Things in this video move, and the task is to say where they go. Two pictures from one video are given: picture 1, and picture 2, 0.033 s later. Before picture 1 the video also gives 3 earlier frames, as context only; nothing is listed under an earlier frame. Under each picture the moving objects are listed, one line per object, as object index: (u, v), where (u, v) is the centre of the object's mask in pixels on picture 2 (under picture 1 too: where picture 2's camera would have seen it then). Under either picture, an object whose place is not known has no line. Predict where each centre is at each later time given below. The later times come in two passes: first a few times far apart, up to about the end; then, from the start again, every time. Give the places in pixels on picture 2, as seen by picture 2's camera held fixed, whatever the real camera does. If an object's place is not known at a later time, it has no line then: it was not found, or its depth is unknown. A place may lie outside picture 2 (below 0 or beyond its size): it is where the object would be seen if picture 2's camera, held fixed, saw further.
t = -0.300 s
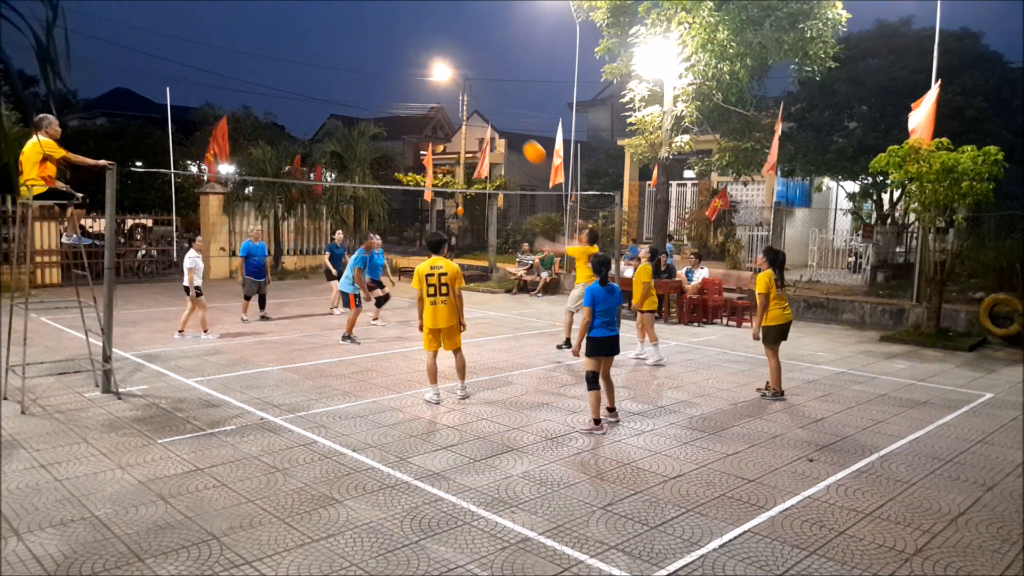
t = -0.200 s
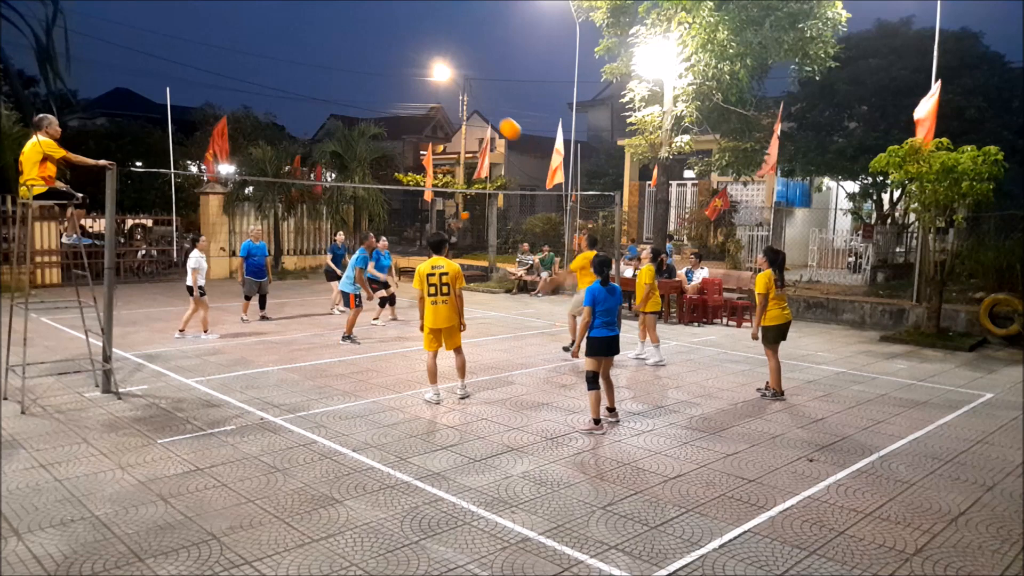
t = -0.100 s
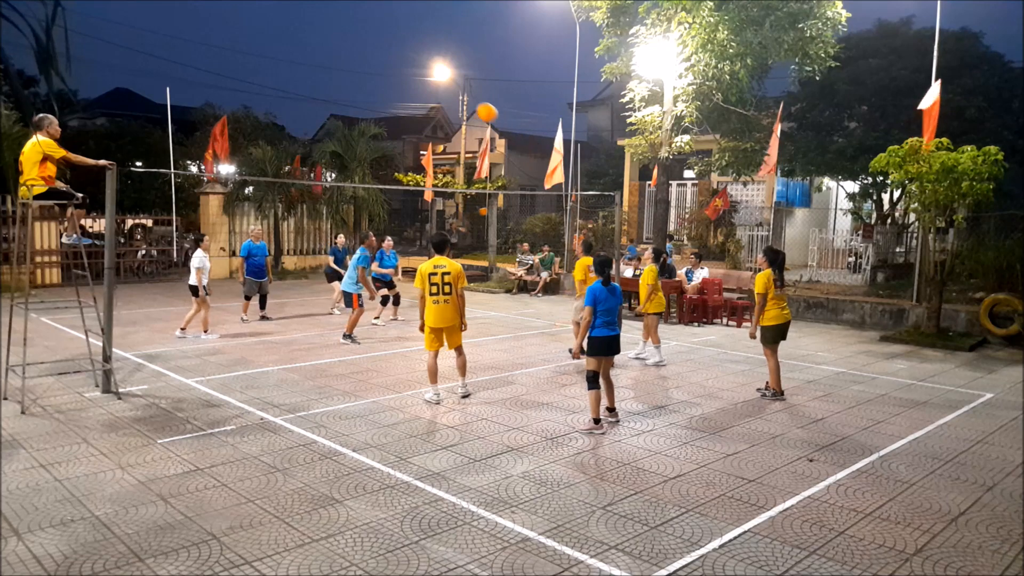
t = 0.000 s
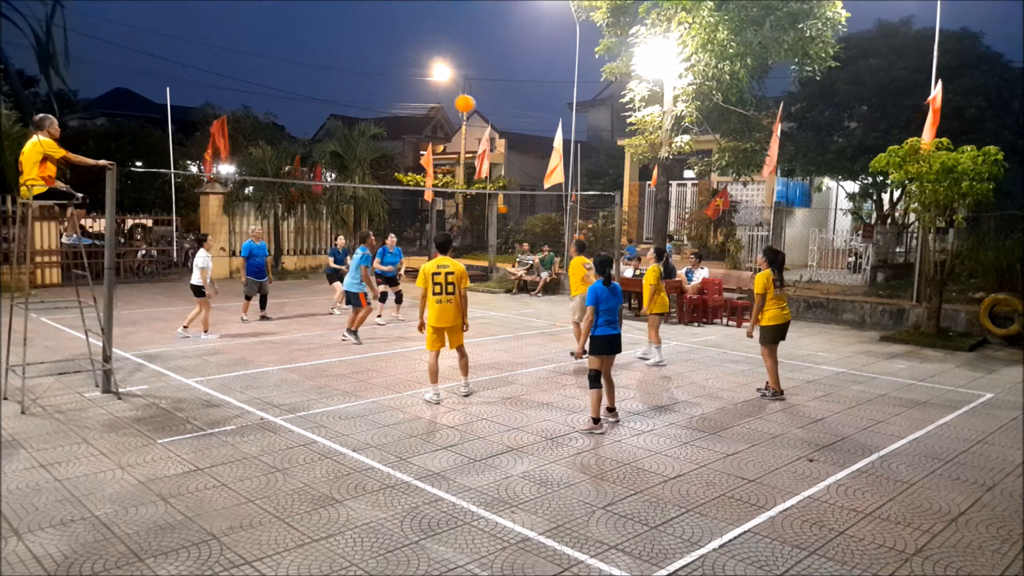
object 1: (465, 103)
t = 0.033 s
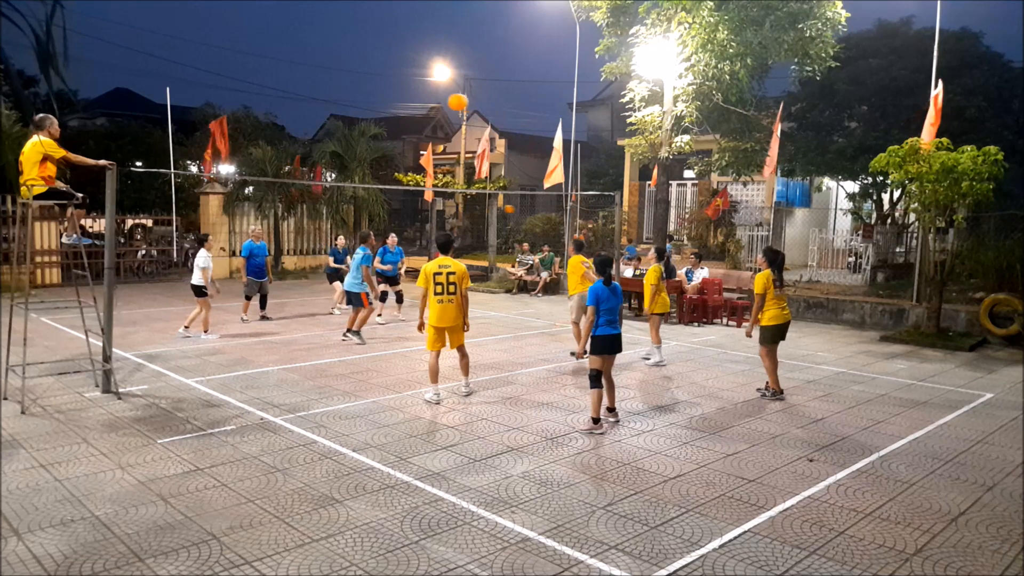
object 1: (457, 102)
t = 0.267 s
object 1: (411, 111)
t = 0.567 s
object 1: (358, 161)
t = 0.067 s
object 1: (450, 101)
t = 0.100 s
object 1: (444, 101)
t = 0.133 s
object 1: (437, 102)
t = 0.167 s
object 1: (430, 103)
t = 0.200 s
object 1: (423, 105)
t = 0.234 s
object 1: (417, 107)
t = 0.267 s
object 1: (411, 111)
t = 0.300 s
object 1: (404, 114)
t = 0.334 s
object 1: (398, 118)
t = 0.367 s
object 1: (392, 123)
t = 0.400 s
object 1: (386, 128)
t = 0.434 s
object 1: (381, 134)
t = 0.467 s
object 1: (375, 140)
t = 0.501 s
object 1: (369, 147)
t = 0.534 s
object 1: (363, 154)
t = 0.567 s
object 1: (358, 161)
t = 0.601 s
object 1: (353, 170)
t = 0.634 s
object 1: (348, 177)
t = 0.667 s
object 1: (343, 187)
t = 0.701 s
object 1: (338, 196)
